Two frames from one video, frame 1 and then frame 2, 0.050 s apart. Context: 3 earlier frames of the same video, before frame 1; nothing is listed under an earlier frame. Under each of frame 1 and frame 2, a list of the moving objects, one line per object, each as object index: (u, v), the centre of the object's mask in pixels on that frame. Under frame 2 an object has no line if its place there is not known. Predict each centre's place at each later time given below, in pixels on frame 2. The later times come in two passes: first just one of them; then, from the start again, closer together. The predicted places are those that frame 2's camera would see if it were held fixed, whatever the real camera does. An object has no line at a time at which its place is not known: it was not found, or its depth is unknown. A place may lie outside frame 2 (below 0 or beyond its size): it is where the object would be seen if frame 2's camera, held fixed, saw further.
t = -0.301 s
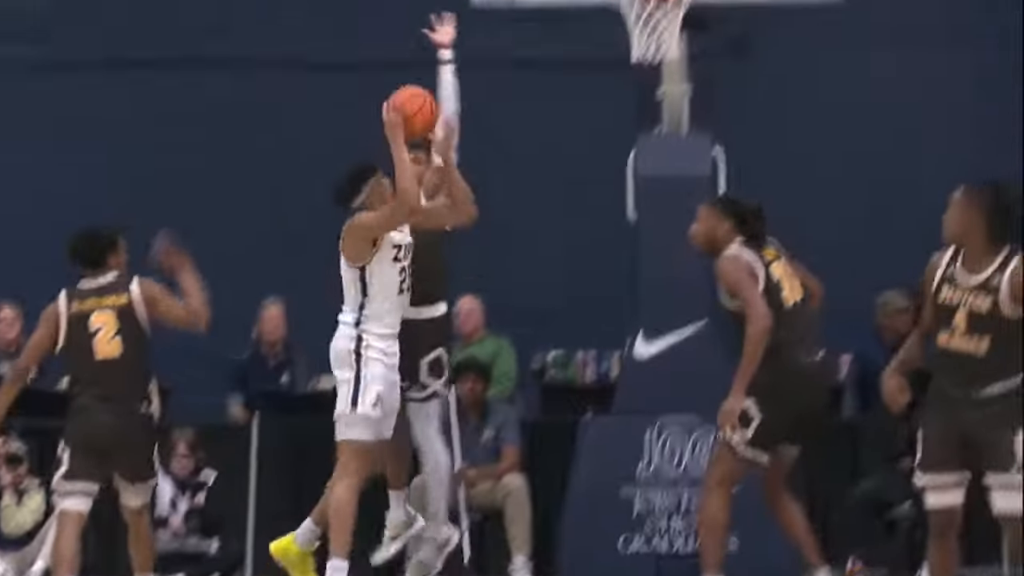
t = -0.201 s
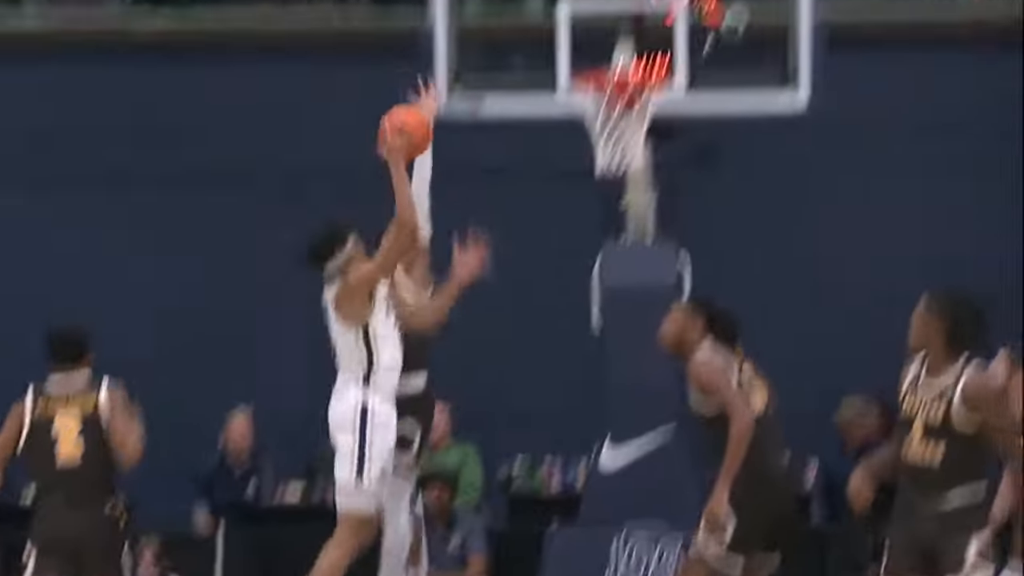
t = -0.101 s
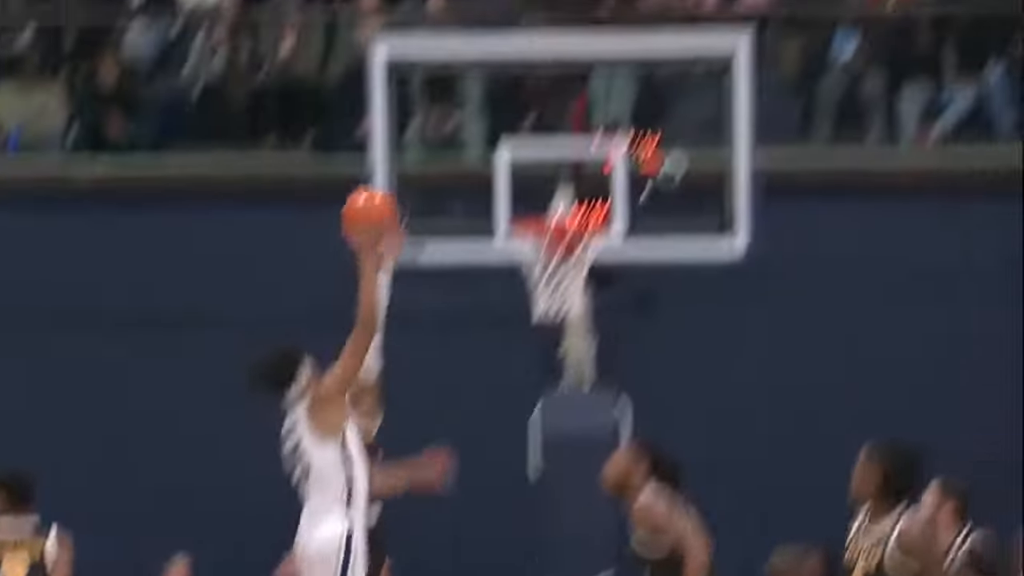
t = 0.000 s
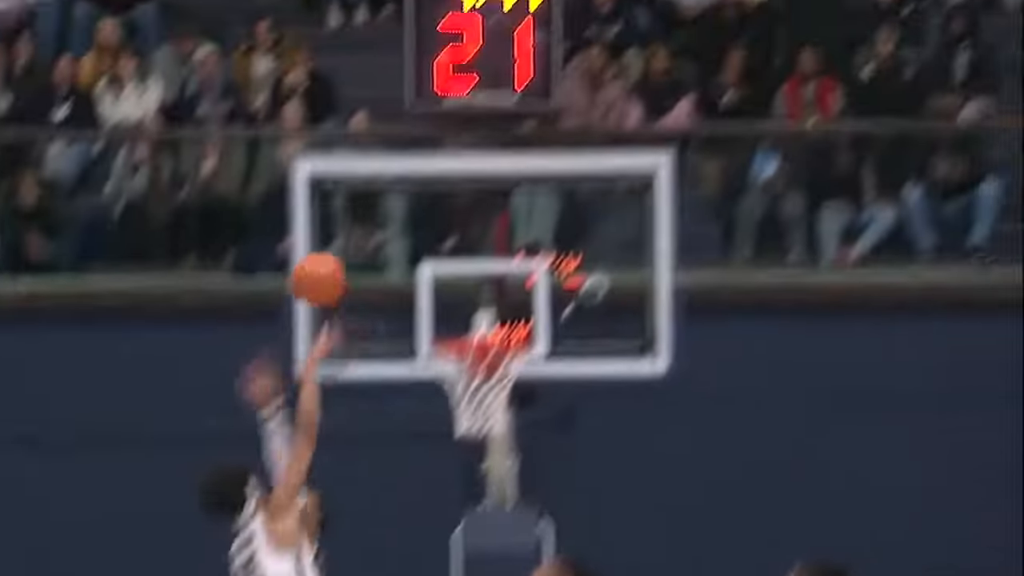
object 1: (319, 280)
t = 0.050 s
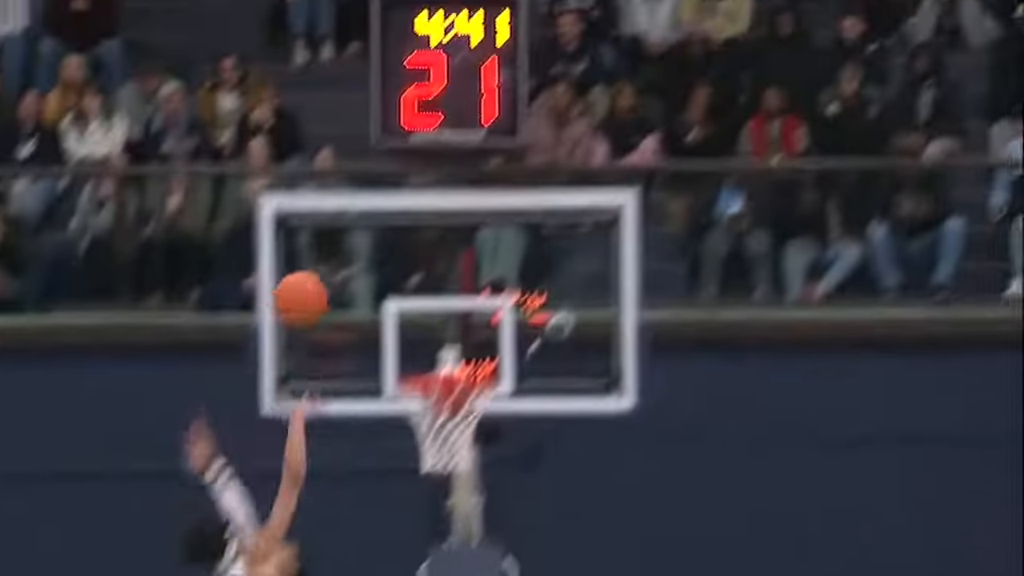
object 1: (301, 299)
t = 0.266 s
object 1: (365, 283)
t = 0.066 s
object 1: (305, 294)
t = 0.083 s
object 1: (311, 289)
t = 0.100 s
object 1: (316, 287)
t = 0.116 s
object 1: (321, 283)
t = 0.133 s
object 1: (326, 280)
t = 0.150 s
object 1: (330, 280)
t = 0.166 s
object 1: (336, 278)
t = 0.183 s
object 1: (340, 277)
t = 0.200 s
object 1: (345, 277)
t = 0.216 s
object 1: (350, 277)
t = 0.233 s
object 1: (355, 278)
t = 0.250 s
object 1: (360, 281)
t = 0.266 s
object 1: (365, 283)
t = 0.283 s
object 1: (370, 285)
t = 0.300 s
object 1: (375, 288)
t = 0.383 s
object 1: (400, 314)
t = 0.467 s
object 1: (422, 352)
